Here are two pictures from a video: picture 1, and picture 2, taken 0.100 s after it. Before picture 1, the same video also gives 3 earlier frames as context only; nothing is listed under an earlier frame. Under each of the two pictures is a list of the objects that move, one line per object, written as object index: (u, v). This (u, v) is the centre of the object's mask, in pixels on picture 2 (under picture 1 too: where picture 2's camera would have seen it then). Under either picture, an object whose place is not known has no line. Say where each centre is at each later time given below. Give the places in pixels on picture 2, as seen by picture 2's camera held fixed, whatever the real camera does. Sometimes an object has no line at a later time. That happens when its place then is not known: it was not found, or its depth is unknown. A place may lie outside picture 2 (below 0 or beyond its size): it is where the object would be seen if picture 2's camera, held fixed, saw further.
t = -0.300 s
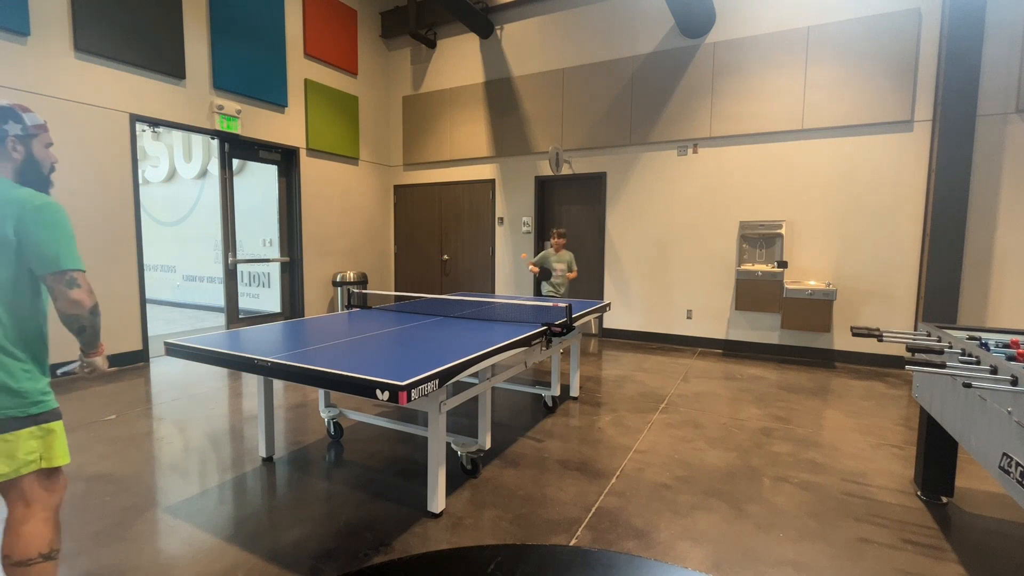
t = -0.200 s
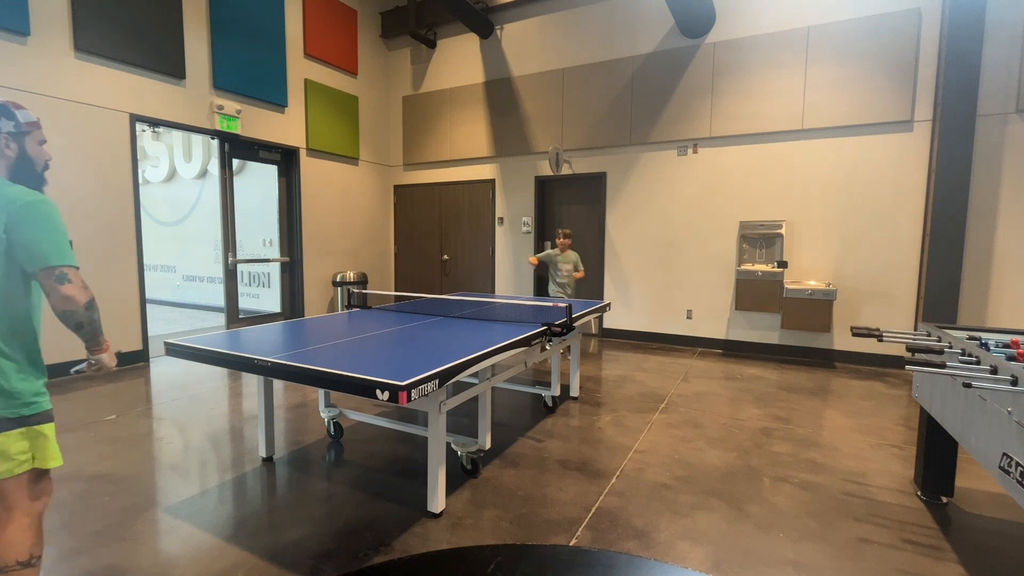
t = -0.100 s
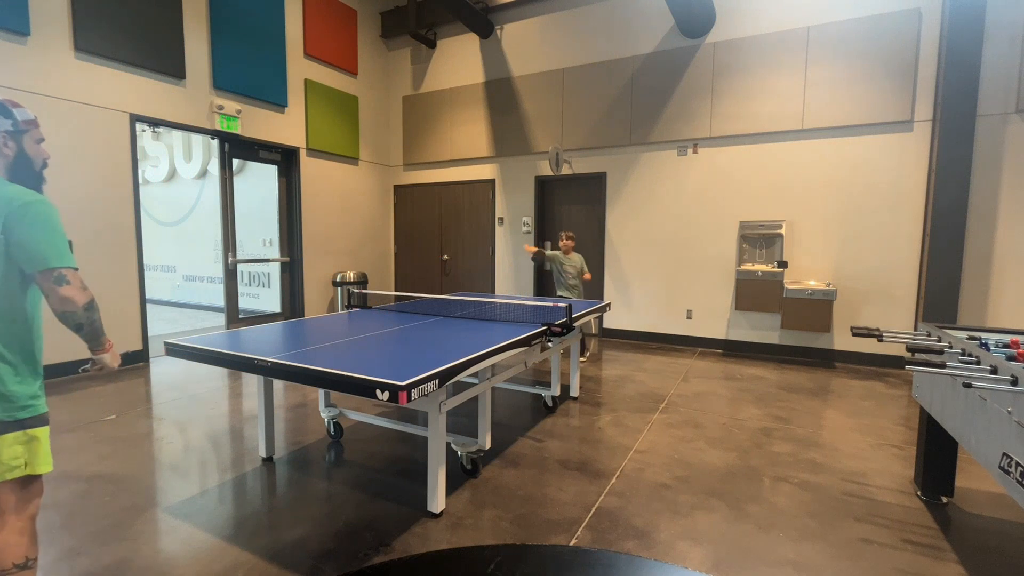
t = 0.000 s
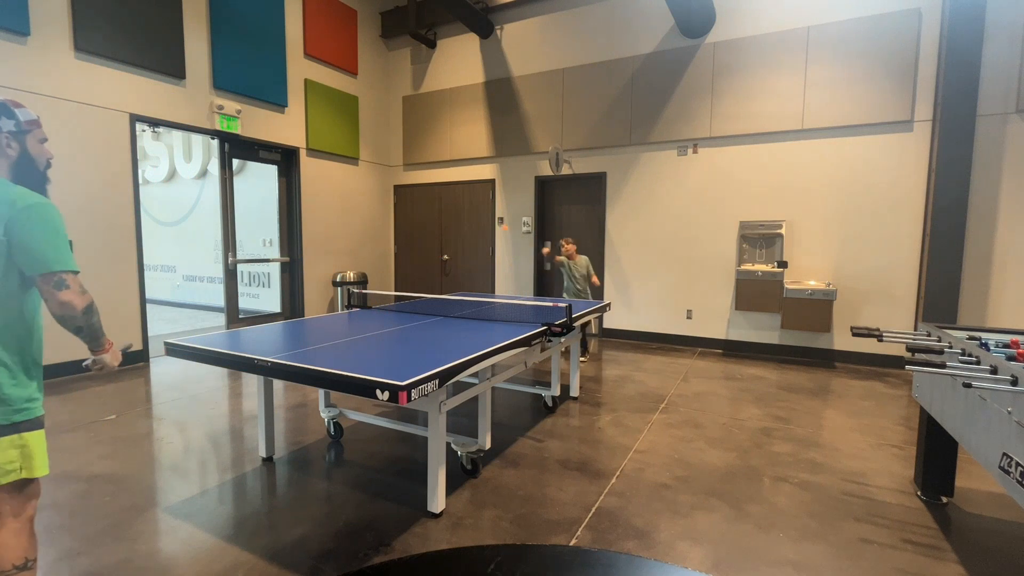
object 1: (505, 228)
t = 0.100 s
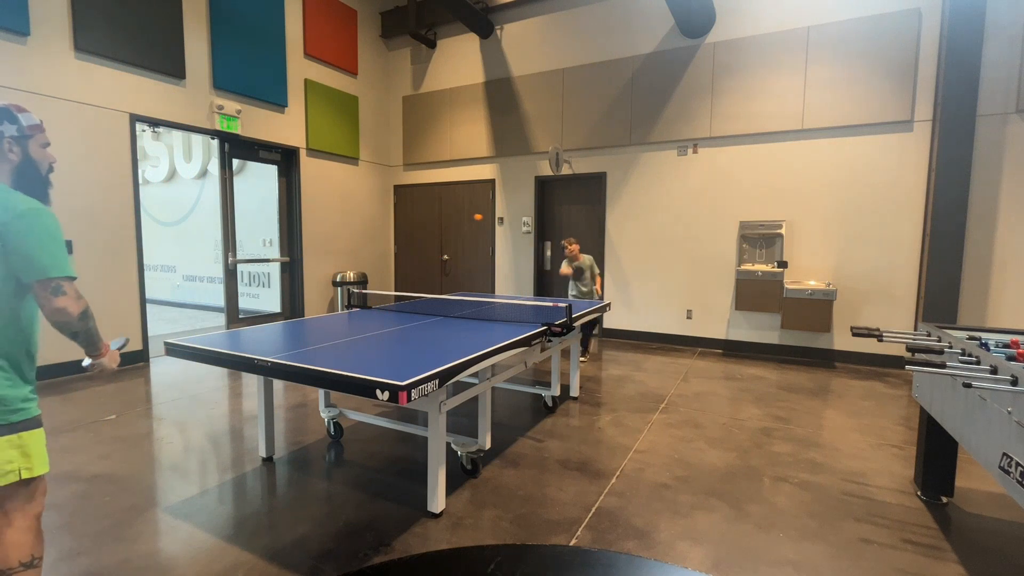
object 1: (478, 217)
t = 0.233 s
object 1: (435, 223)
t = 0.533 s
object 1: (296, 320)
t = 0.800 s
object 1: (176, 248)
